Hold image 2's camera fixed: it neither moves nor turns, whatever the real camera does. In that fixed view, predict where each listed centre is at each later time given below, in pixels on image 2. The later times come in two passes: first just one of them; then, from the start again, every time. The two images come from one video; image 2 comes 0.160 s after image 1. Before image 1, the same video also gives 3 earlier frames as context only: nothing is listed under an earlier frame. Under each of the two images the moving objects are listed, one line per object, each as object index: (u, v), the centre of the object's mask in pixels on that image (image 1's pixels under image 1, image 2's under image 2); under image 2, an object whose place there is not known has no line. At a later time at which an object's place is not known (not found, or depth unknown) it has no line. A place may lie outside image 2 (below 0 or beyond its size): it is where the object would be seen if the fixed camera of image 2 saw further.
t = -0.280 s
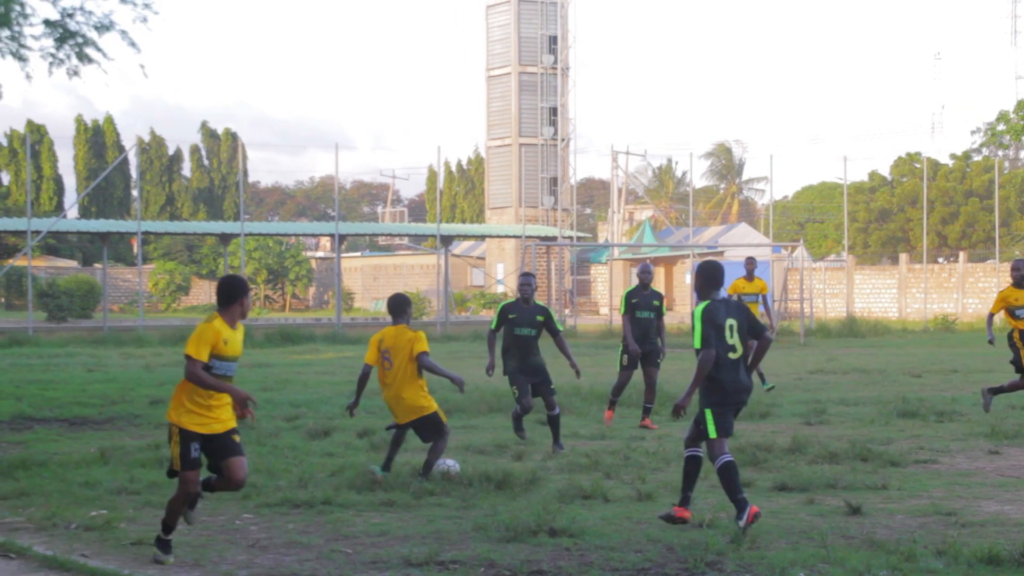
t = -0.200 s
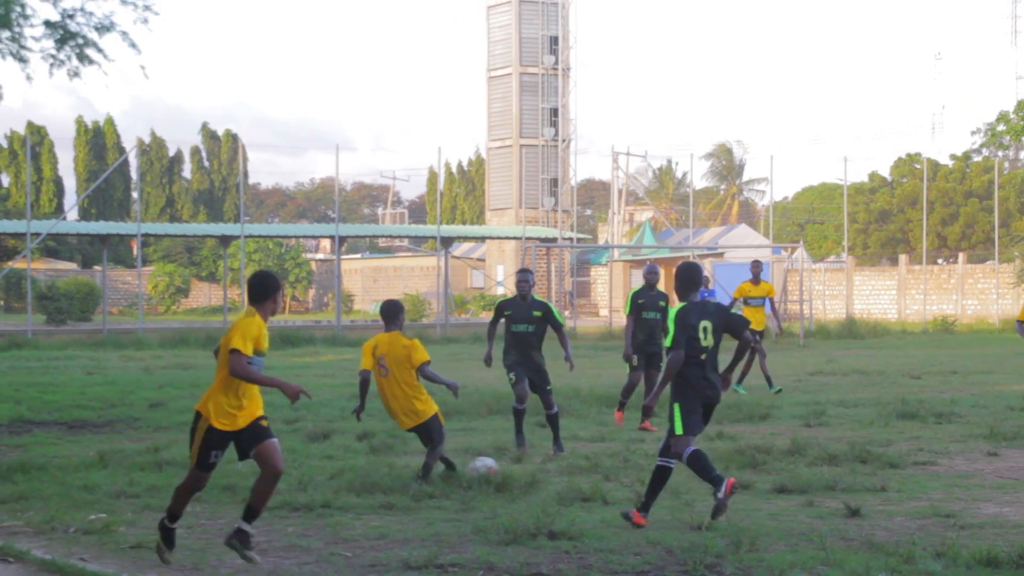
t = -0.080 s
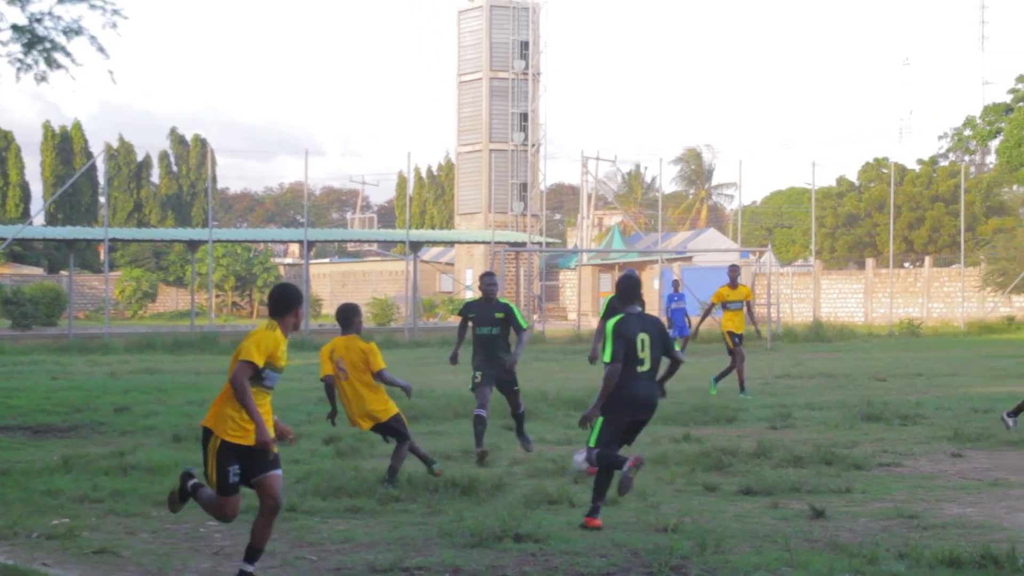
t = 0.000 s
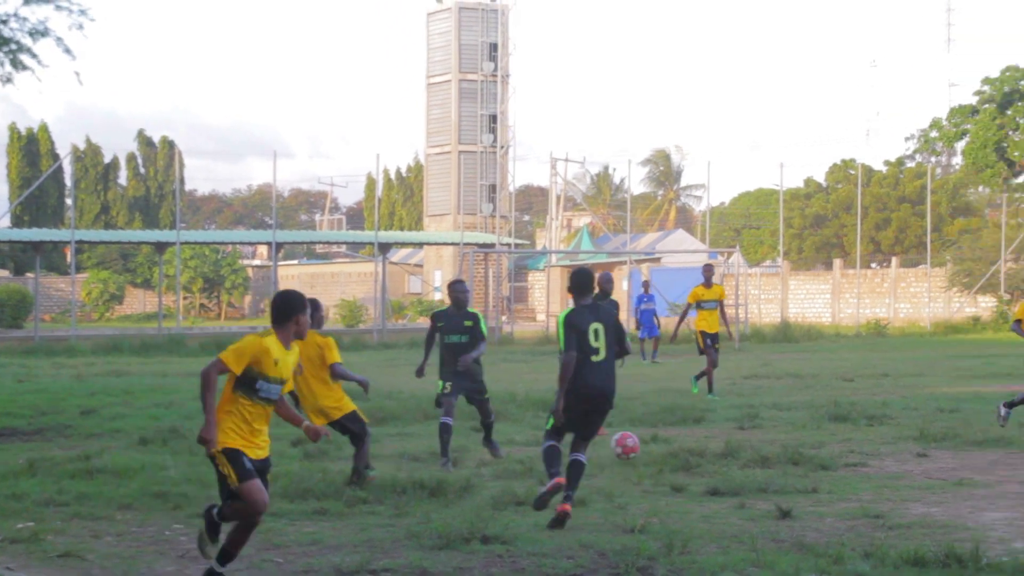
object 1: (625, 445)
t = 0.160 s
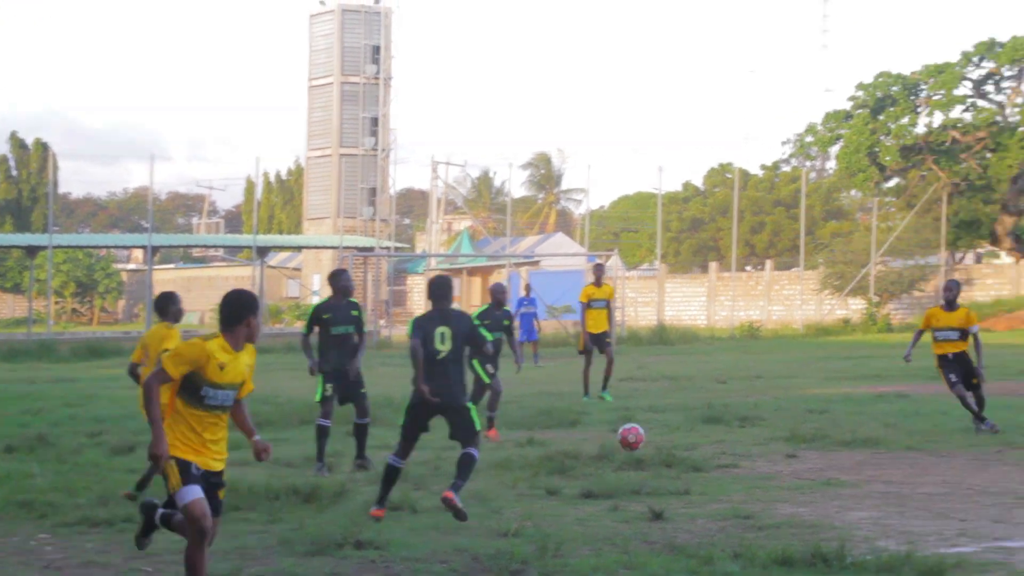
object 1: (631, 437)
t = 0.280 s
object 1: (720, 449)
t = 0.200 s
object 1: (661, 439)
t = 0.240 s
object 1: (690, 443)
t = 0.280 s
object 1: (720, 449)
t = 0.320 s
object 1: (742, 444)
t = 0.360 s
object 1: (764, 439)
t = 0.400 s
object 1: (785, 435)
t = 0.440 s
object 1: (806, 433)
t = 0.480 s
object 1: (826, 434)
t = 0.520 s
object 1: (847, 437)
